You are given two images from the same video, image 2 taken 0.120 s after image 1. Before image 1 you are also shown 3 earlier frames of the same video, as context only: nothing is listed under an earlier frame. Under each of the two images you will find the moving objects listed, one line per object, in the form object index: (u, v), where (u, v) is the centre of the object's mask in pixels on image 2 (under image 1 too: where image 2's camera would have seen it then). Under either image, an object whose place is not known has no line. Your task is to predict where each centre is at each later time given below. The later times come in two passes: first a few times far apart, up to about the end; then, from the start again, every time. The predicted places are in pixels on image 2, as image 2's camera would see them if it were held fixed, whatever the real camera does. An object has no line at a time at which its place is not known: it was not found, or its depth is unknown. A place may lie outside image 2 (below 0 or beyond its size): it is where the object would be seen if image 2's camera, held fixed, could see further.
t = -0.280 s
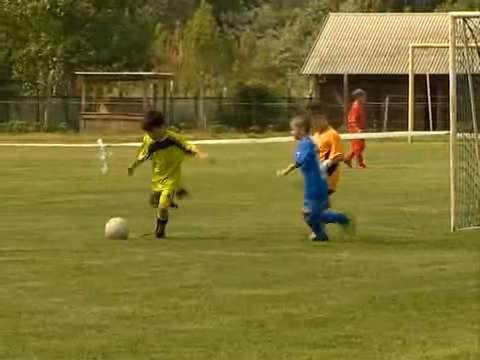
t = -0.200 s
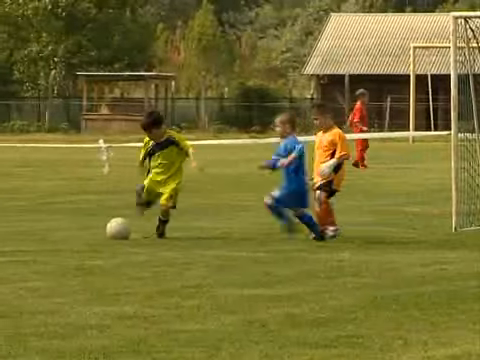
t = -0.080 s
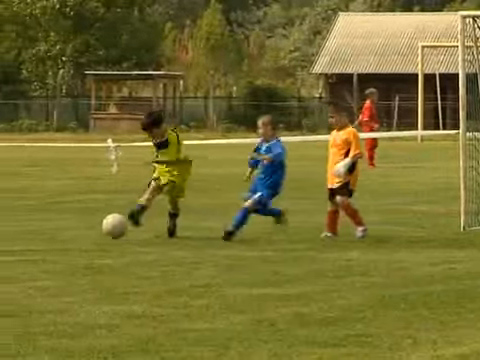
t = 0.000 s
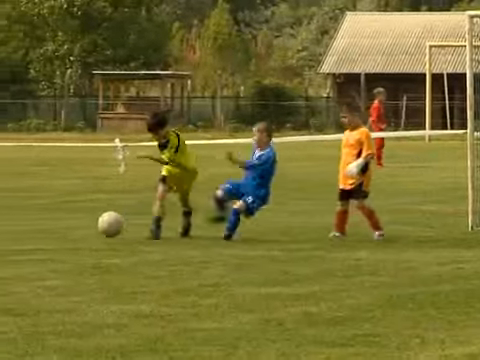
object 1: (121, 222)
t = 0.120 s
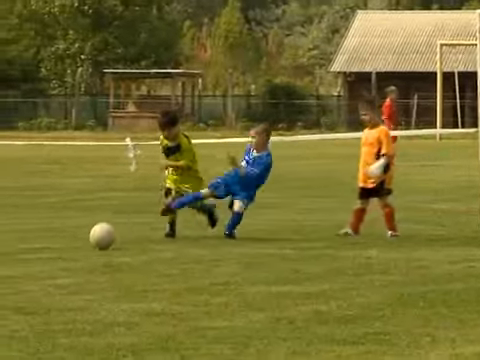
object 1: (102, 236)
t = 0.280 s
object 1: (82, 236)
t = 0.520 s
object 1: (51, 243)
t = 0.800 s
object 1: (15, 259)
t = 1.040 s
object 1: (-16, 269)
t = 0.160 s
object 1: (96, 240)
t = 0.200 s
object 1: (91, 240)
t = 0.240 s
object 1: (87, 238)
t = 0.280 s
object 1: (82, 236)
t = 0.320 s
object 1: (77, 238)
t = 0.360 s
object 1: (72, 243)
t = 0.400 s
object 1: (66, 247)
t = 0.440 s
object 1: (61, 249)
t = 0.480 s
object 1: (56, 245)
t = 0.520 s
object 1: (51, 243)
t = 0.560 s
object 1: (46, 243)
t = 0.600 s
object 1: (40, 244)
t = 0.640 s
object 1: (35, 249)
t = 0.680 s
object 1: (30, 256)
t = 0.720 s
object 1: (24, 262)
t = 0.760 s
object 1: (19, 261)
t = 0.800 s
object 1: (15, 259)
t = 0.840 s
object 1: (9, 259)
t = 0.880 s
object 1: (4, 262)
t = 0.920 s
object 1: (-1, 266)
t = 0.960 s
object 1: (-6, 271)
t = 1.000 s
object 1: (-11, 271)
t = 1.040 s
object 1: (-16, 269)
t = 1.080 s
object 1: (-21, 269)
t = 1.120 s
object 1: (-26, 271)
